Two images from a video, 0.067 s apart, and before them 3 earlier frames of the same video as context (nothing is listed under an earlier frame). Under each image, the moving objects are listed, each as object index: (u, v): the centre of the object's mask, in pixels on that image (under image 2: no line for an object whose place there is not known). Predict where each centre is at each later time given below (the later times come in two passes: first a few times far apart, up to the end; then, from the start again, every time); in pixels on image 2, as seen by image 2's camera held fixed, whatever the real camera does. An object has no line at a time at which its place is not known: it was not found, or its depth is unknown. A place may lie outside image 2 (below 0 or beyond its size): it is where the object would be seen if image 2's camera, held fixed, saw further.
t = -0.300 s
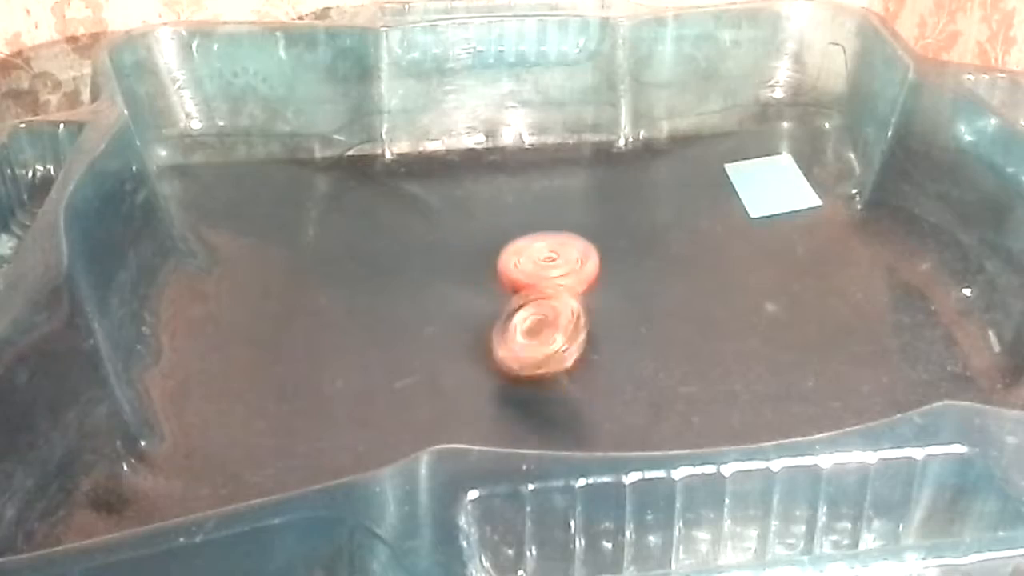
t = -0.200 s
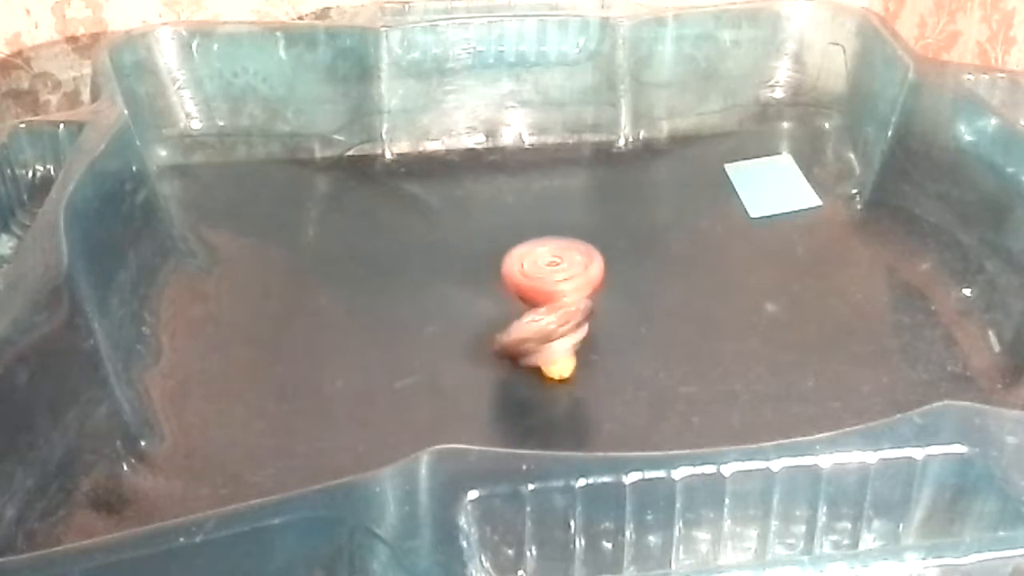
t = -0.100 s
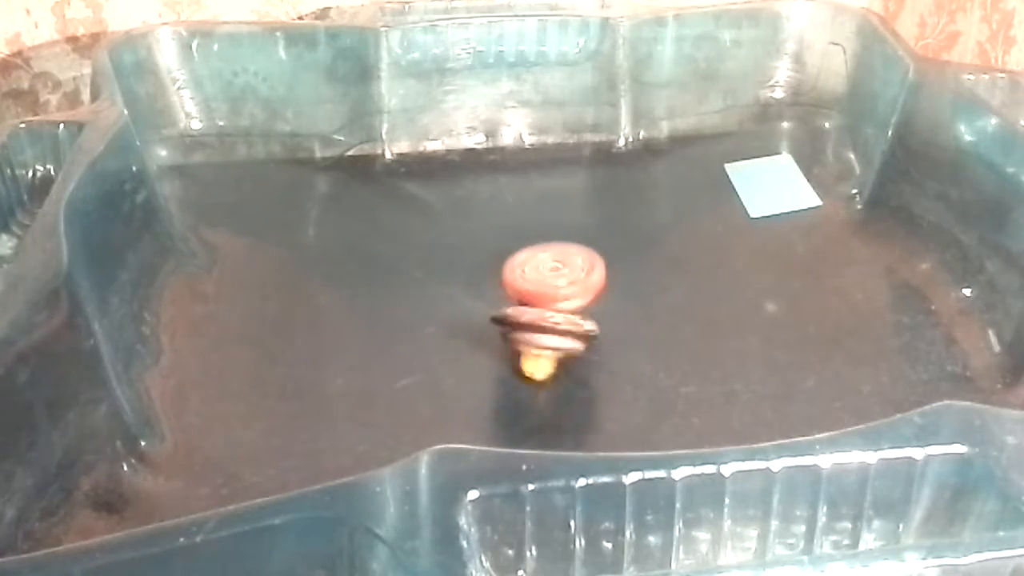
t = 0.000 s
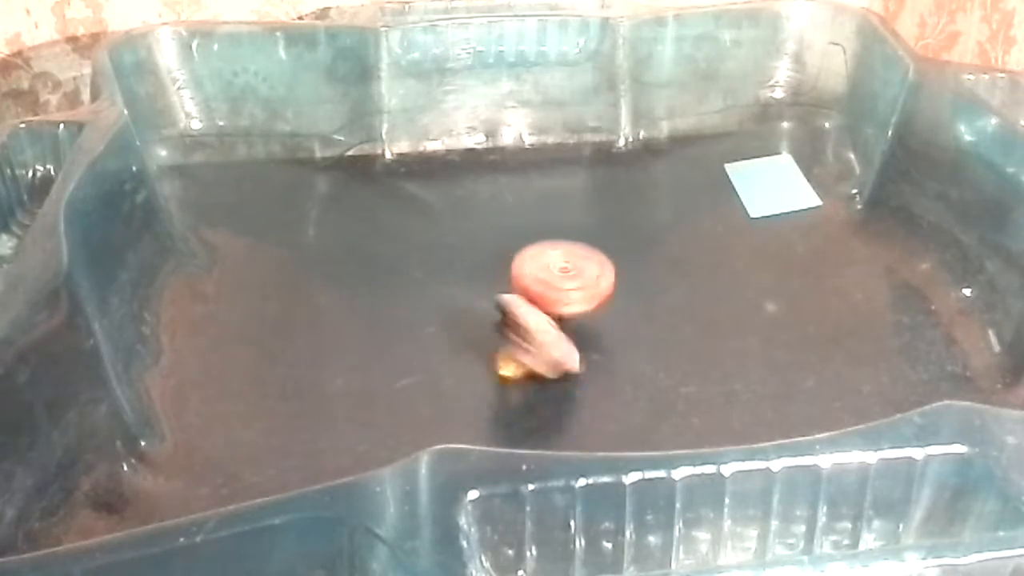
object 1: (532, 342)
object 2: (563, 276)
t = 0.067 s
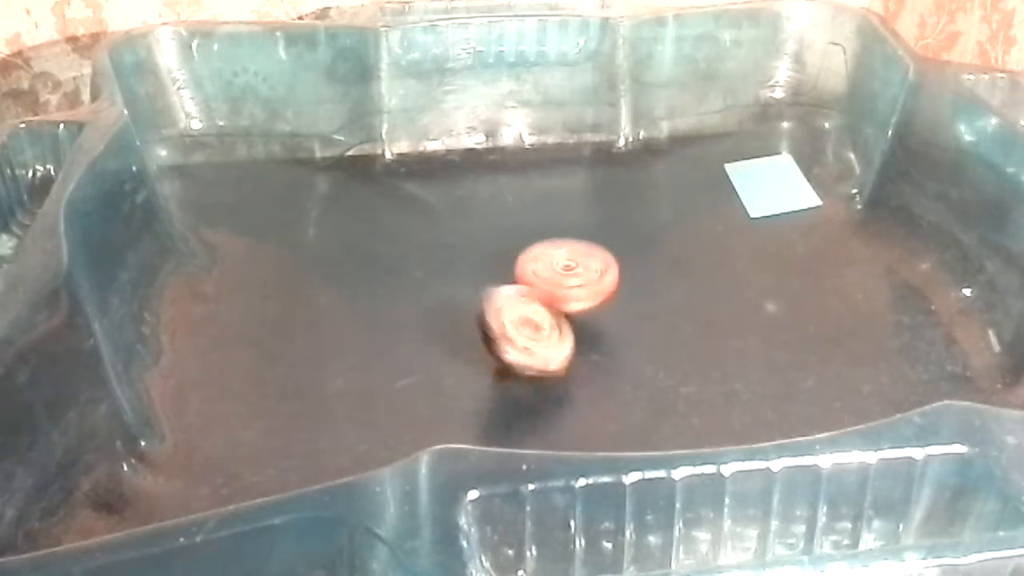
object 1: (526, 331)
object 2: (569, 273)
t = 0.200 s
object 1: (529, 334)
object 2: (578, 270)
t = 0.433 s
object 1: (544, 337)
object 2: (587, 272)
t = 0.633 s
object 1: (508, 340)
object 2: (600, 264)
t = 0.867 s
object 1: (514, 331)
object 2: (620, 255)
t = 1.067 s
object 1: (535, 311)
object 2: (629, 254)
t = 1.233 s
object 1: (515, 290)
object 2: (624, 255)
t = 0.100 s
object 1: (524, 328)
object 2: (572, 271)
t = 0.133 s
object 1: (527, 329)
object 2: (575, 271)
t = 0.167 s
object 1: (529, 331)
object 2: (576, 270)
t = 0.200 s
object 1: (529, 334)
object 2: (578, 270)
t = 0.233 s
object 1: (530, 333)
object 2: (581, 270)
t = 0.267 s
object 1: (532, 336)
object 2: (581, 270)
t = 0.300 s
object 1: (539, 338)
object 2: (582, 271)
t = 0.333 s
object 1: (542, 339)
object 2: (584, 270)
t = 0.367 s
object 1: (543, 340)
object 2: (585, 270)
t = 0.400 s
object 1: (542, 337)
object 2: (586, 271)
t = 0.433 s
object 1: (544, 337)
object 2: (587, 272)
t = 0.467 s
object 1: (544, 337)
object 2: (588, 272)
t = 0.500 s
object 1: (546, 333)
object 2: (588, 272)
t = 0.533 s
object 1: (544, 333)
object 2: (588, 271)
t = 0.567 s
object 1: (533, 337)
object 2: (596, 267)
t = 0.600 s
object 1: (518, 340)
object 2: (600, 265)
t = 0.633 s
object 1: (508, 340)
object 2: (600, 264)
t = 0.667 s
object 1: (509, 341)
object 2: (604, 262)
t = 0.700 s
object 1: (508, 336)
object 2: (606, 260)
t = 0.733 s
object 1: (510, 335)
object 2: (608, 259)
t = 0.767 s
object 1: (512, 337)
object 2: (613, 258)
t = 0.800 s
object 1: (509, 336)
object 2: (614, 256)
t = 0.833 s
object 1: (512, 334)
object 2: (617, 255)
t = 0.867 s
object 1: (514, 331)
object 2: (620, 255)
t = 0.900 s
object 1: (517, 328)
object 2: (622, 254)
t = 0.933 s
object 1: (519, 327)
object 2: (624, 254)
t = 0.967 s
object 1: (521, 325)
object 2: (626, 254)
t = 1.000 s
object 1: (526, 320)
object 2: (627, 253)
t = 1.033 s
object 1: (531, 315)
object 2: (628, 253)
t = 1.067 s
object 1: (535, 311)
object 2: (629, 254)
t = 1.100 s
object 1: (536, 306)
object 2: (628, 254)
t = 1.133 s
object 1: (532, 303)
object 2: (628, 254)
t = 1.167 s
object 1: (528, 298)
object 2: (628, 254)
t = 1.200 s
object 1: (522, 293)
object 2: (626, 254)
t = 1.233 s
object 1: (515, 290)
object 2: (624, 255)
